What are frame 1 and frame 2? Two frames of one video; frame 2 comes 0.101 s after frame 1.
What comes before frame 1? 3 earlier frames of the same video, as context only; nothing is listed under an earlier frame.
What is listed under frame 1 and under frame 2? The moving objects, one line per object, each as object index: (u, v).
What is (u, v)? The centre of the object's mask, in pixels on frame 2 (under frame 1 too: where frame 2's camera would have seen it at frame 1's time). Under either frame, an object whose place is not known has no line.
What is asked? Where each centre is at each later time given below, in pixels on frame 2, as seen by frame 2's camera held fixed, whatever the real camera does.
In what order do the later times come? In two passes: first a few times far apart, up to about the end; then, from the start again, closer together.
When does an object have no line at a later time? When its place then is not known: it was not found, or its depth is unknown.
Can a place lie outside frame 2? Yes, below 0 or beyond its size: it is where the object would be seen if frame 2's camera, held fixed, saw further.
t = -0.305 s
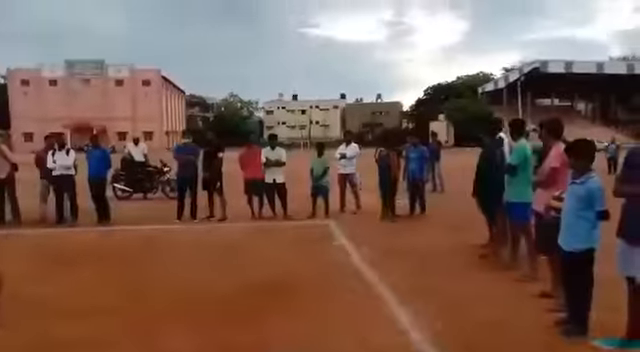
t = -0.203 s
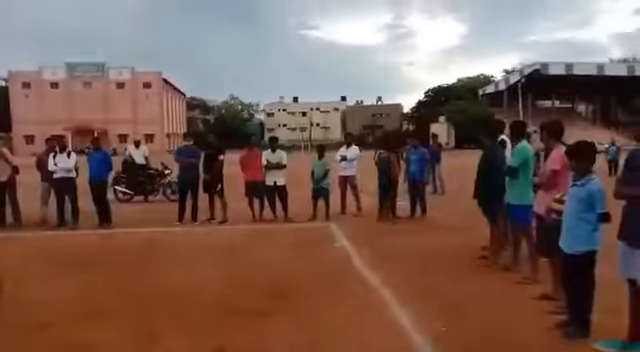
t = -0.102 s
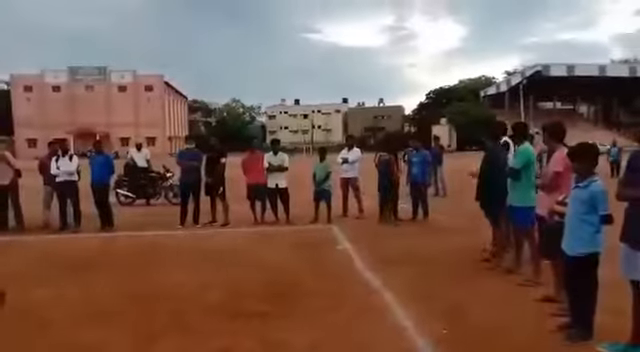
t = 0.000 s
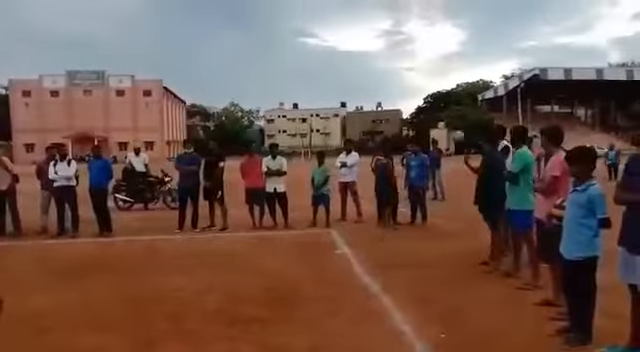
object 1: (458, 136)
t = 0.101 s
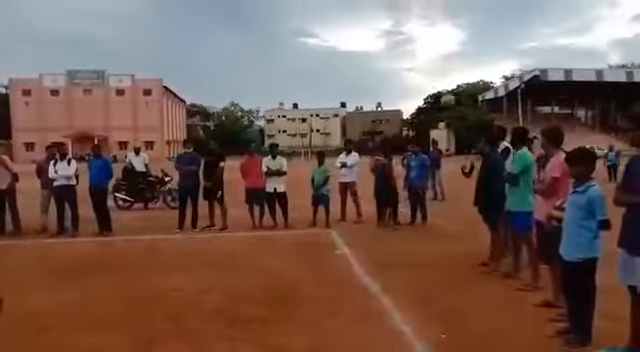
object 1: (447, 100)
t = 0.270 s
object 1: (429, 51)
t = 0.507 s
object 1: (406, 13)
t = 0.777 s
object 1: (381, 7)
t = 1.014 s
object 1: (360, 38)
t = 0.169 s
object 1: (440, 78)
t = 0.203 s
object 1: (437, 69)
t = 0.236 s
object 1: (433, 60)
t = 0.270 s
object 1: (429, 51)
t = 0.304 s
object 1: (426, 44)
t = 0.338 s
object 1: (423, 37)
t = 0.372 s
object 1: (420, 31)
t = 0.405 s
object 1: (416, 25)
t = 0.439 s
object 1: (413, 20)
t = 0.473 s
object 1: (410, 16)
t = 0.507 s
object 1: (406, 13)
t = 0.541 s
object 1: (403, 10)
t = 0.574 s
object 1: (400, 7)
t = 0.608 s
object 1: (397, 6)
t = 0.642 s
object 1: (394, 5)
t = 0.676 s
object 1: (390, 5)
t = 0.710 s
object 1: (387, 5)
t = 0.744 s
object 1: (384, 6)
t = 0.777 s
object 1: (381, 7)
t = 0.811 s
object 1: (377, 10)
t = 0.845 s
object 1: (374, 14)
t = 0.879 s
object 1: (371, 17)
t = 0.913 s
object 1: (368, 20)
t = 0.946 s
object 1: (365, 26)
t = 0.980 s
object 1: (362, 32)
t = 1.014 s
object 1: (360, 38)
